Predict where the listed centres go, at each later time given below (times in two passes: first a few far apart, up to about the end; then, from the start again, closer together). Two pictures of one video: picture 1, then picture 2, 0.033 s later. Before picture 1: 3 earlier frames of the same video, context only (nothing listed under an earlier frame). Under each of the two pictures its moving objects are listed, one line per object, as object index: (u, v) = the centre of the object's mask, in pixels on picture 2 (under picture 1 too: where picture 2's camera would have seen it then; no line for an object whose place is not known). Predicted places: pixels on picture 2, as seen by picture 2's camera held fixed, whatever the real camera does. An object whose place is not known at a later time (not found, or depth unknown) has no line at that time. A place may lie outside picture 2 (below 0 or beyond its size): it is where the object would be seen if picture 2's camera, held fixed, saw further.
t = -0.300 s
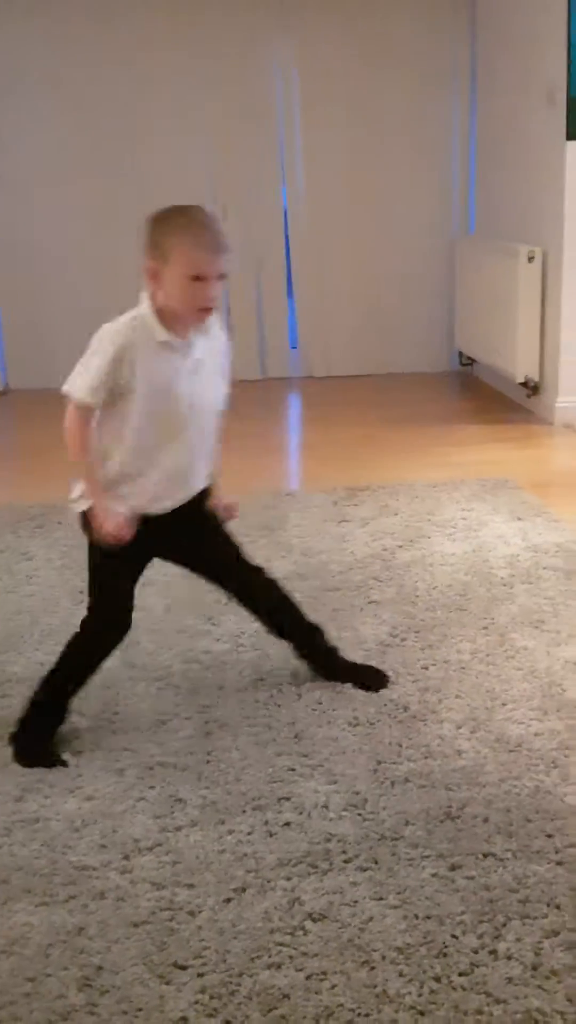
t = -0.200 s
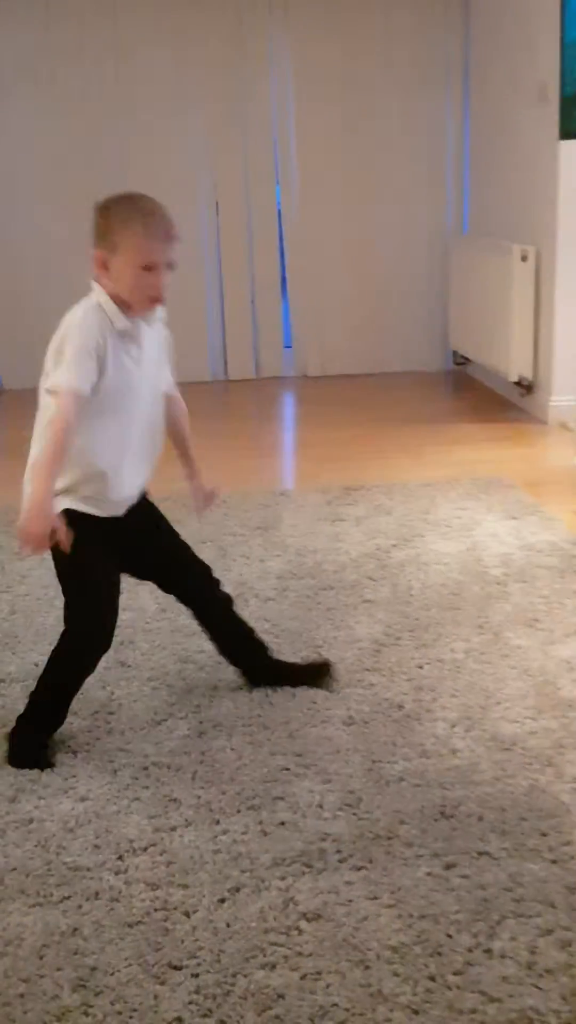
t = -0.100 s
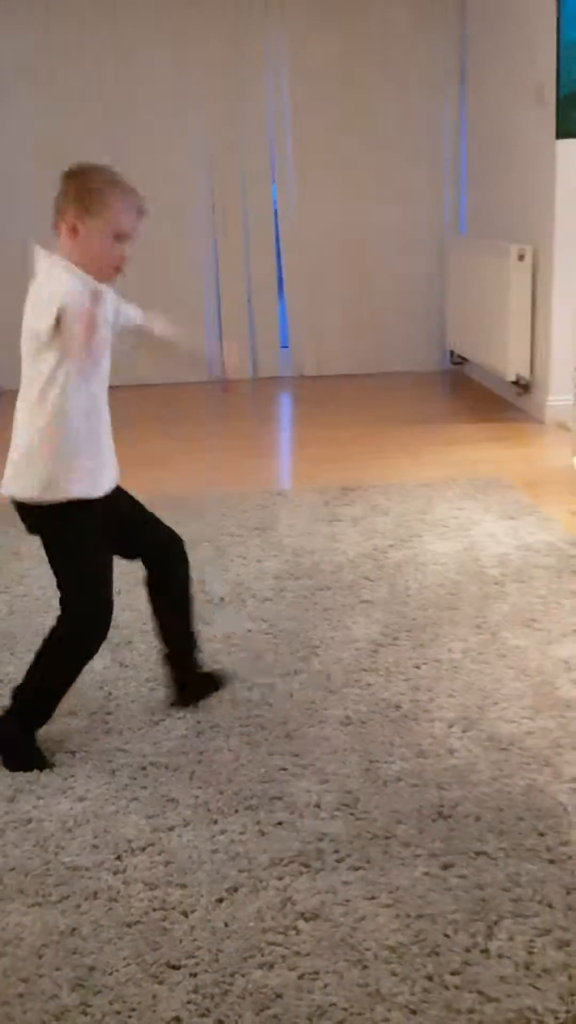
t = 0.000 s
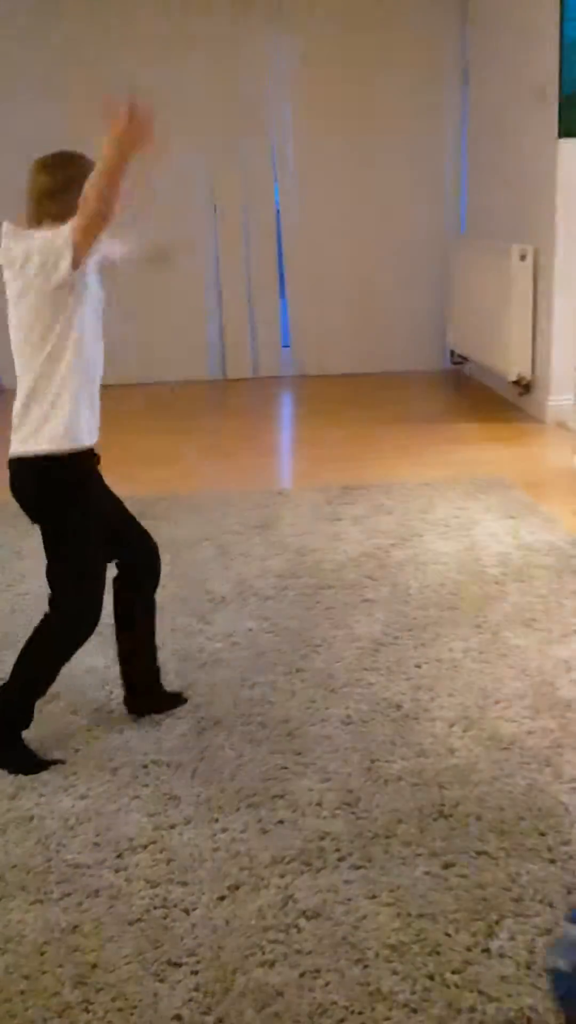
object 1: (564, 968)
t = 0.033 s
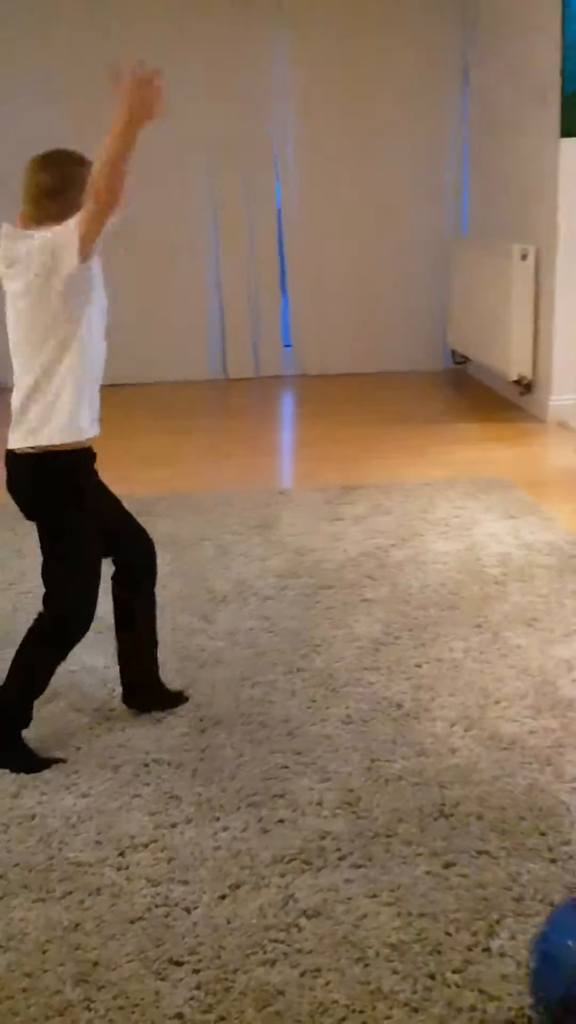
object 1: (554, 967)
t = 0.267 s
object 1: (501, 805)
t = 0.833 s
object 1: (341, 705)
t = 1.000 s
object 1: (314, 673)
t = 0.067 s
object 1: (544, 968)
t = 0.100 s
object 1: (536, 944)
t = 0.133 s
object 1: (531, 901)
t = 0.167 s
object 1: (525, 864)
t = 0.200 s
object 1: (518, 837)
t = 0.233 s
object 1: (510, 818)
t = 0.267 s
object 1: (501, 805)
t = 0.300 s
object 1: (489, 801)
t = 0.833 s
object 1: (341, 705)
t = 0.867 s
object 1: (335, 696)
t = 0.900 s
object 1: (329, 689)
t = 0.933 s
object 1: (323, 685)
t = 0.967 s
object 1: (319, 680)
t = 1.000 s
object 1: (314, 673)
